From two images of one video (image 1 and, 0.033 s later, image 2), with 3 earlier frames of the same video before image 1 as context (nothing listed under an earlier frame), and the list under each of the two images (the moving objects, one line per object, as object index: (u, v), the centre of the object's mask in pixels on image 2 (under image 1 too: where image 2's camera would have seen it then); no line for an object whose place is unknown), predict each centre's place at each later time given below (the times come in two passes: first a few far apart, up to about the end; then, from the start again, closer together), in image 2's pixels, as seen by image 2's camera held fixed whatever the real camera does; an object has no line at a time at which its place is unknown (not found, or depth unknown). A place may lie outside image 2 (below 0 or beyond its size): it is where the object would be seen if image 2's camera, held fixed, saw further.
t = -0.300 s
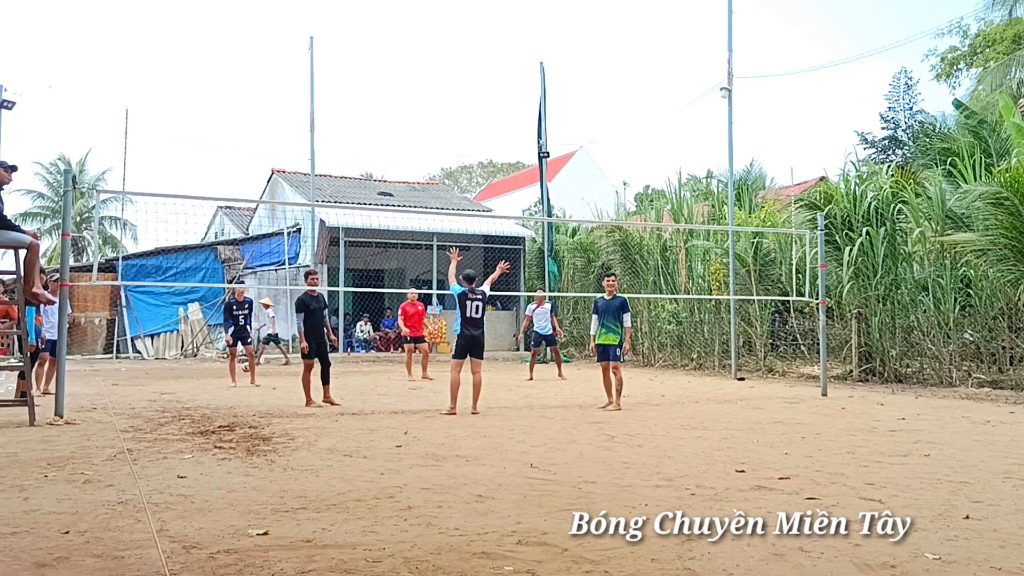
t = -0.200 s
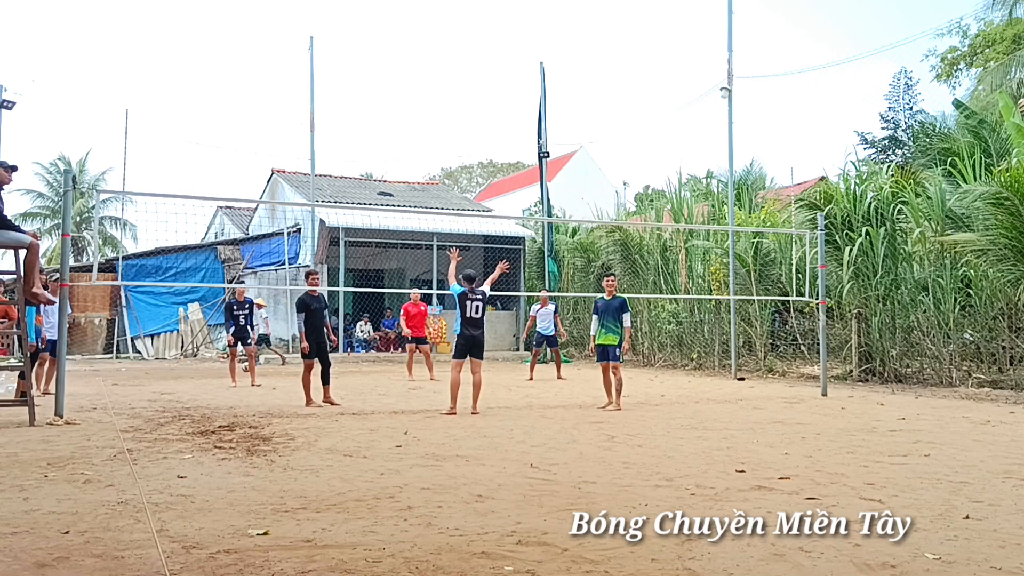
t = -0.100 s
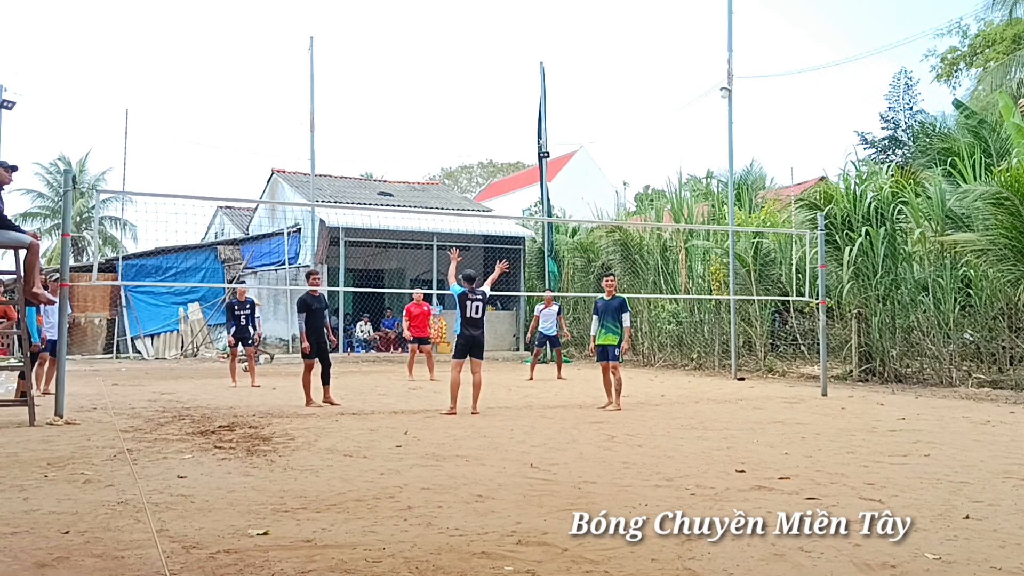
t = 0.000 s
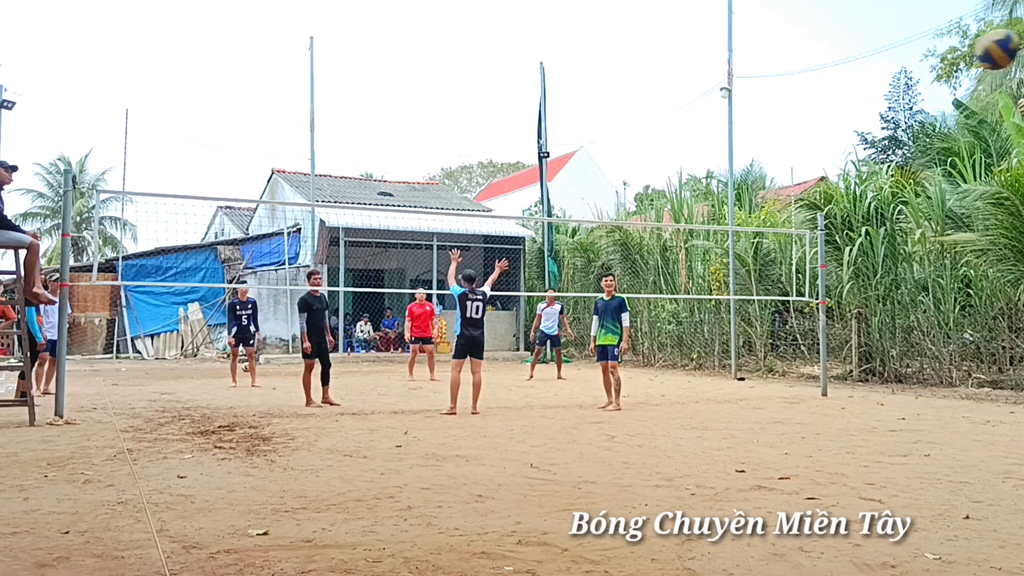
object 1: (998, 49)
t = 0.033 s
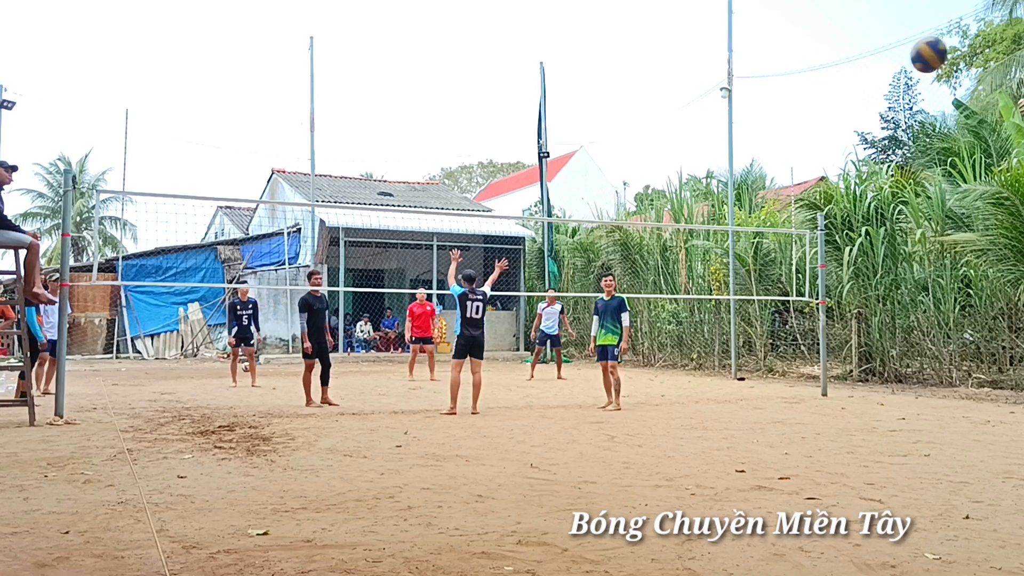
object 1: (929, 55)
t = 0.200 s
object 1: (711, 87)
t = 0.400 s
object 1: (585, 136)
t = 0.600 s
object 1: (513, 190)
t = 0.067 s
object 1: (870, 60)
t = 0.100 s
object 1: (821, 66)
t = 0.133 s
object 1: (779, 73)
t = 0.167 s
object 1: (742, 80)
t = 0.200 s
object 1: (711, 87)
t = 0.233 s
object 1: (684, 95)
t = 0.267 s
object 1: (660, 102)
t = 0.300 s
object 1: (638, 111)
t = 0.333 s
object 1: (619, 119)
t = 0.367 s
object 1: (601, 128)
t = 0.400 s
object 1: (585, 136)
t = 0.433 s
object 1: (571, 145)
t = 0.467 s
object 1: (557, 154)
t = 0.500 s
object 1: (545, 162)
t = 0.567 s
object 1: (523, 181)
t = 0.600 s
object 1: (513, 190)
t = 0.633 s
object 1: (503, 199)
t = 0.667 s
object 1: (494, 208)
